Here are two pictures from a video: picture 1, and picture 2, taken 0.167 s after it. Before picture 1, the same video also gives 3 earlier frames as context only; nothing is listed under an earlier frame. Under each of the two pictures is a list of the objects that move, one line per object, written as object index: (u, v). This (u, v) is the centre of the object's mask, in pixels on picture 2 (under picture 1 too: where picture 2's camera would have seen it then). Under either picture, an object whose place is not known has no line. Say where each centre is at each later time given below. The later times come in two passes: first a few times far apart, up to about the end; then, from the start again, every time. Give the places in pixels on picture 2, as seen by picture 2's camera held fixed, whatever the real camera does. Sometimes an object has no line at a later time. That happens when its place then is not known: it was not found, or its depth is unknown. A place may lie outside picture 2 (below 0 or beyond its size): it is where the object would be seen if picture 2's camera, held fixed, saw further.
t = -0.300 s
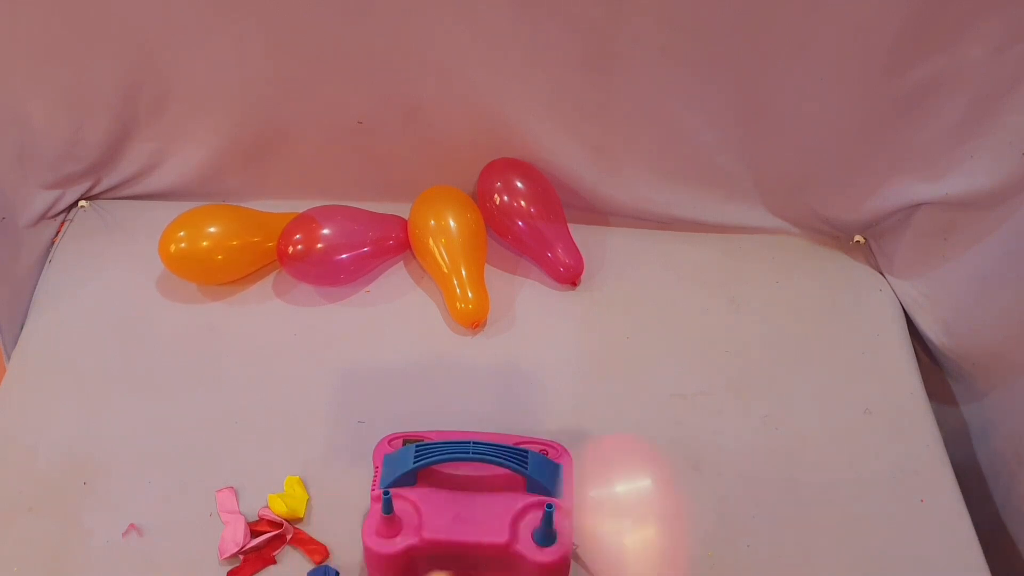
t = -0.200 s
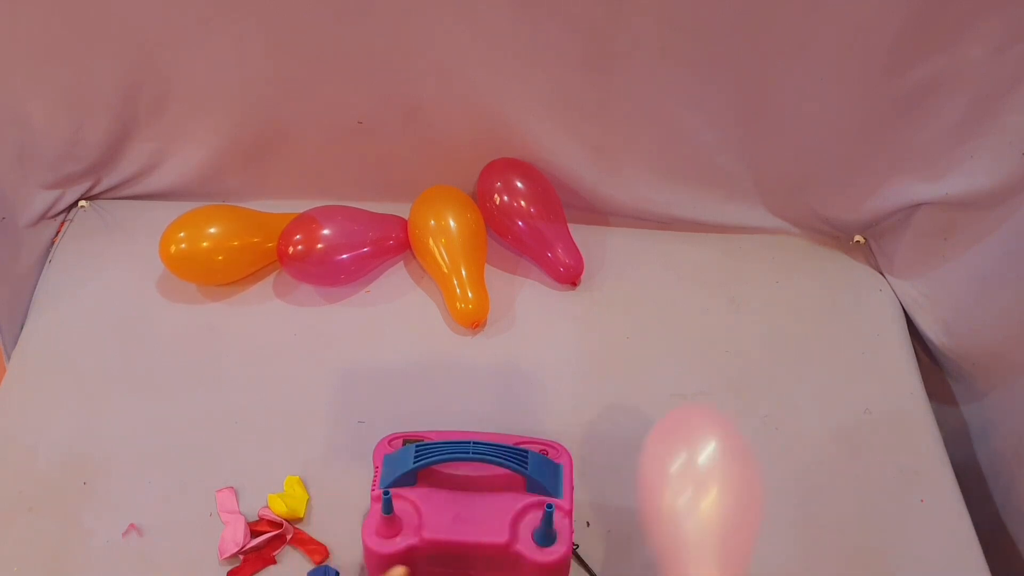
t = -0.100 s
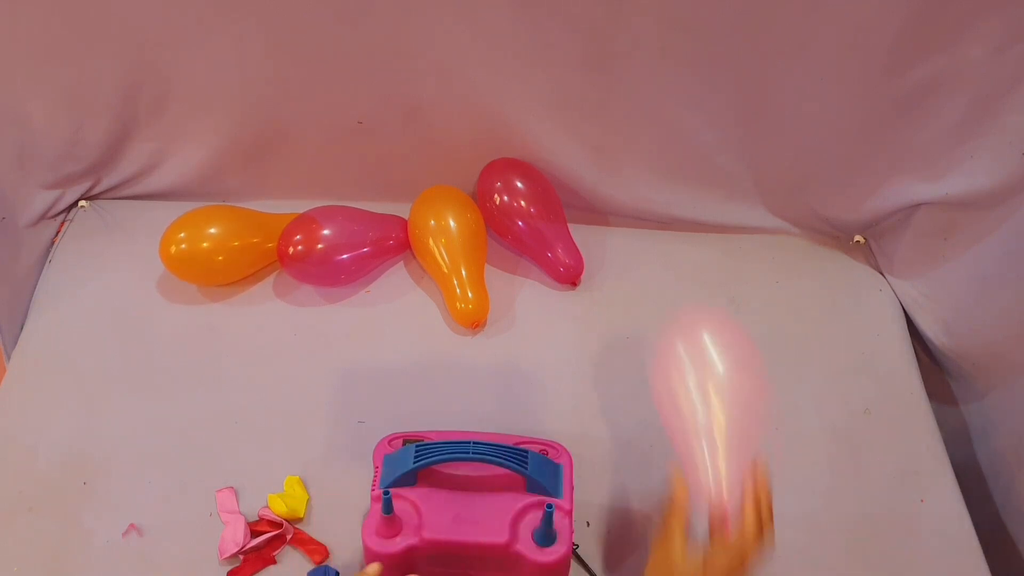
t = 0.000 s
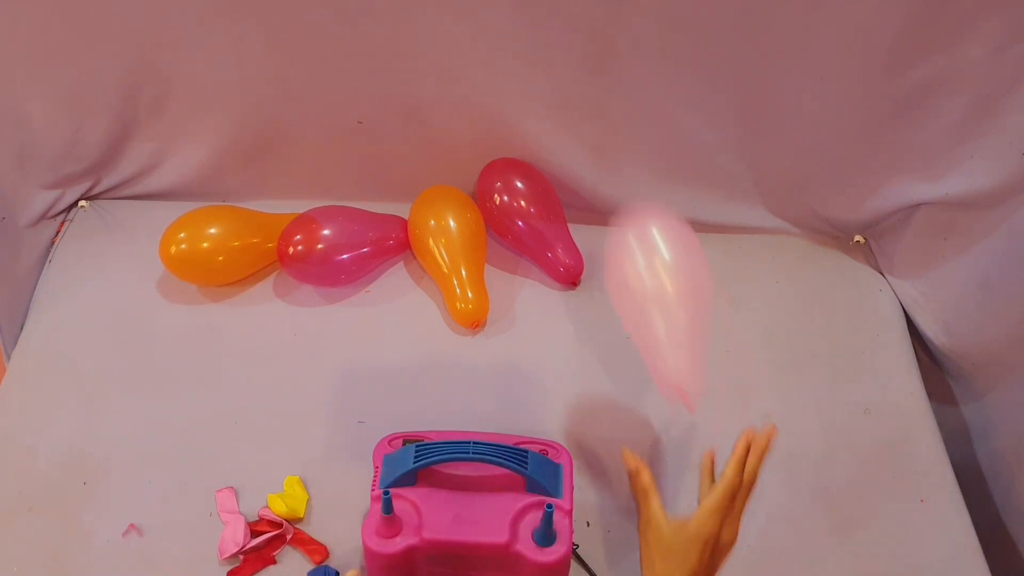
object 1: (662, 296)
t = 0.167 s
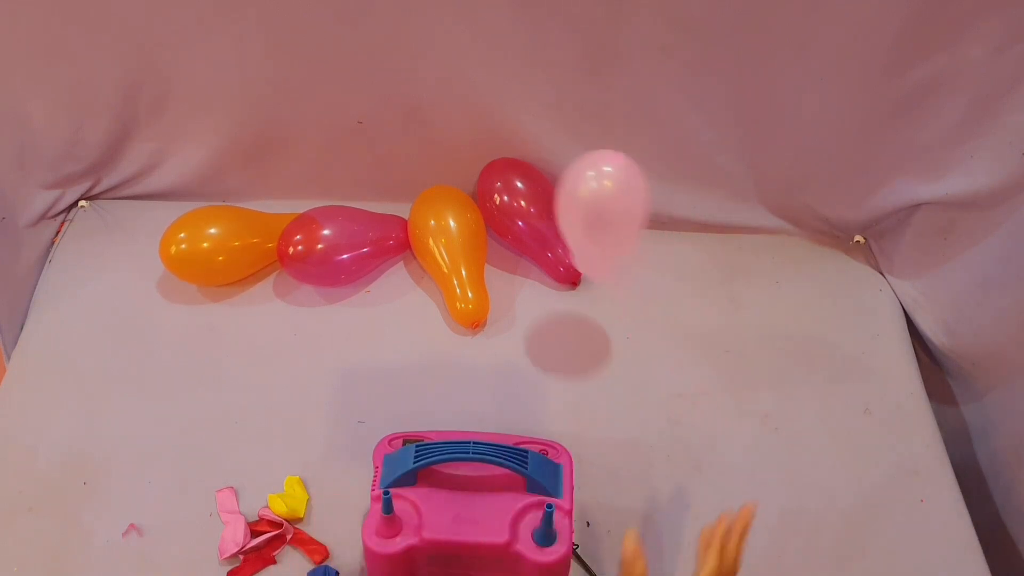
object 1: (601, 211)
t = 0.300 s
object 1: (556, 207)
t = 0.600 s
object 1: (498, 256)
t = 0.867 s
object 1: (482, 265)
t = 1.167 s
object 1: (470, 278)
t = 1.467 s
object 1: (454, 306)
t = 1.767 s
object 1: (433, 361)
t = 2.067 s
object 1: (423, 384)
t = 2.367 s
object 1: (434, 389)
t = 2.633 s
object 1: (440, 391)
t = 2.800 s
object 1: (441, 392)
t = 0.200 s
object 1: (590, 206)
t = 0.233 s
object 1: (579, 203)
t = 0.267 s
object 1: (568, 203)
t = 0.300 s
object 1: (556, 207)
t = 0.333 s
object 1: (546, 212)
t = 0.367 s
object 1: (538, 217)
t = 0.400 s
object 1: (529, 224)
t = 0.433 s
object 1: (521, 230)
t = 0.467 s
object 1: (515, 237)
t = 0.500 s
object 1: (510, 244)
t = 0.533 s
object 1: (505, 251)
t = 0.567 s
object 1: (501, 256)
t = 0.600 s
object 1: (498, 256)
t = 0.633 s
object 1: (494, 256)
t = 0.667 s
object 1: (491, 257)
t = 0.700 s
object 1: (488, 258)
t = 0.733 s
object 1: (486, 258)
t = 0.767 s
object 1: (485, 260)
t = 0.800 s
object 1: (484, 261)
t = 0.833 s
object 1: (483, 263)
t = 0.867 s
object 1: (482, 265)
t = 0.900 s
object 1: (480, 266)
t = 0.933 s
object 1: (479, 268)
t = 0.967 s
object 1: (477, 269)
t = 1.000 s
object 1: (476, 270)
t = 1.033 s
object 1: (474, 271)
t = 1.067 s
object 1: (473, 273)
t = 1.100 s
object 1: (472, 275)
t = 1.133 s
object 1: (471, 276)
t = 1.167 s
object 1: (470, 278)
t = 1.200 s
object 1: (468, 280)
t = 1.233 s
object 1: (467, 282)
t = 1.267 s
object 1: (465, 285)
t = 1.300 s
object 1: (464, 288)
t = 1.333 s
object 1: (462, 291)
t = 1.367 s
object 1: (460, 294)
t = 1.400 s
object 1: (458, 298)
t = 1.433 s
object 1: (457, 302)
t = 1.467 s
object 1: (454, 306)
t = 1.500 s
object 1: (452, 312)
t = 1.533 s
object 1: (450, 316)
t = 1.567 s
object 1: (447, 323)
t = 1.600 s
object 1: (445, 329)
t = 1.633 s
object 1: (442, 335)
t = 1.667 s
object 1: (440, 342)
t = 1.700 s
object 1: (437, 349)
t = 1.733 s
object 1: (435, 355)
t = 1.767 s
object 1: (433, 361)
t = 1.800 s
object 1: (432, 363)
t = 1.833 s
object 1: (430, 364)
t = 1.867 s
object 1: (429, 366)
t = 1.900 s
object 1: (428, 369)
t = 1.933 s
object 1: (426, 373)
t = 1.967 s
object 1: (424, 378)
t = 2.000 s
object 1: (423, 381)
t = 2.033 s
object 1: (423, 383)
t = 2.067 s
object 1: (423, 384)
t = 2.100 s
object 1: (424, 385)
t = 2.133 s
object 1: (425, 386)
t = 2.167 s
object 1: (427, 386)
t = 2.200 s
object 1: (429, 386)
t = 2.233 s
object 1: (430, 387)
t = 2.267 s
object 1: (431, 387)
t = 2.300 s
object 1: (432, 388)
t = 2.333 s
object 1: (433, 389)
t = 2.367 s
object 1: (434, 389)
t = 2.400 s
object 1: (435, 389)
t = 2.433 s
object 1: (436, 390)
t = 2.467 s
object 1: (437, 390)
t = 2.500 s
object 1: (438, 390)
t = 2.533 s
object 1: (438, 391)
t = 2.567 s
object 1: (439, 391)
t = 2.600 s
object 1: (439, 391)
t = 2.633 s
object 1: (440, 391)
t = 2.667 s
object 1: (440, 391)
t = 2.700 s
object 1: (440, 391)
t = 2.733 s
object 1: (441, 391)
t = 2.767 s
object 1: (441, 392)
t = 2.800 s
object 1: (441, 392)
